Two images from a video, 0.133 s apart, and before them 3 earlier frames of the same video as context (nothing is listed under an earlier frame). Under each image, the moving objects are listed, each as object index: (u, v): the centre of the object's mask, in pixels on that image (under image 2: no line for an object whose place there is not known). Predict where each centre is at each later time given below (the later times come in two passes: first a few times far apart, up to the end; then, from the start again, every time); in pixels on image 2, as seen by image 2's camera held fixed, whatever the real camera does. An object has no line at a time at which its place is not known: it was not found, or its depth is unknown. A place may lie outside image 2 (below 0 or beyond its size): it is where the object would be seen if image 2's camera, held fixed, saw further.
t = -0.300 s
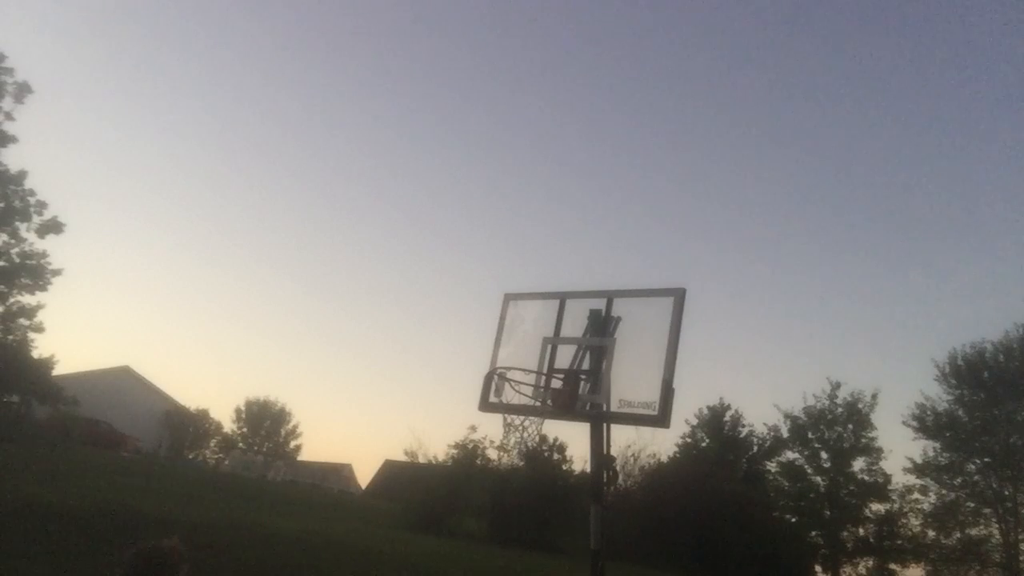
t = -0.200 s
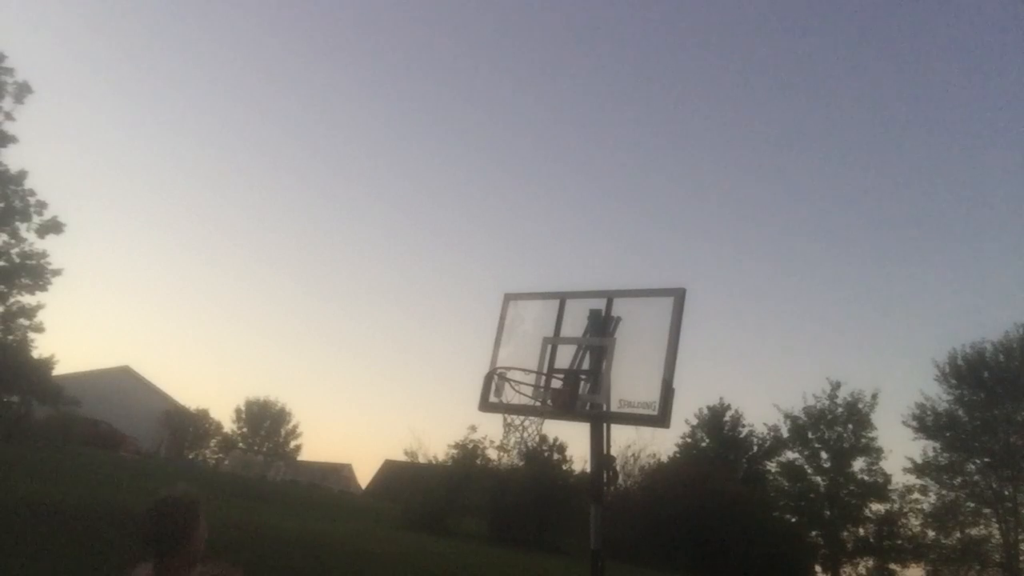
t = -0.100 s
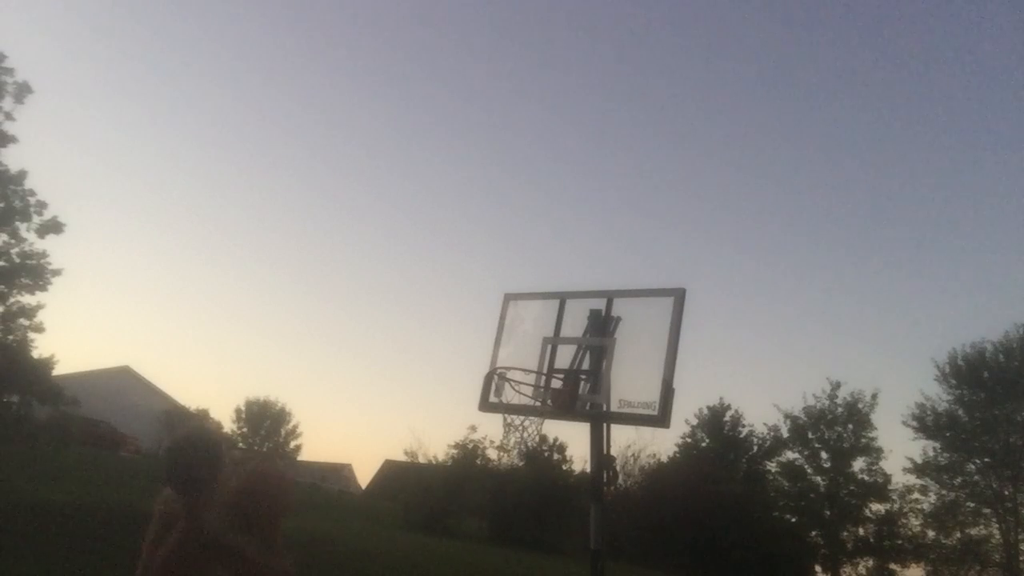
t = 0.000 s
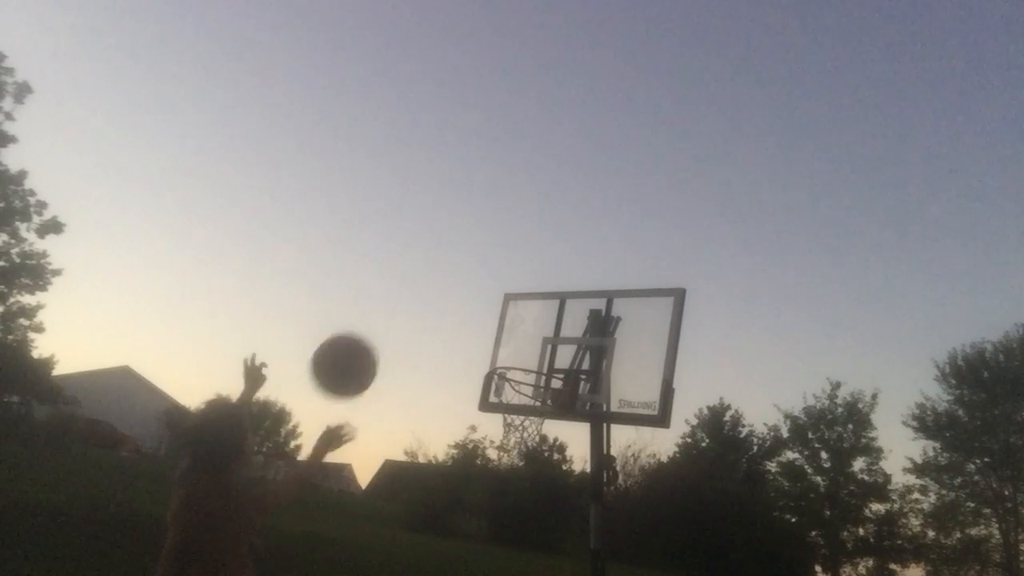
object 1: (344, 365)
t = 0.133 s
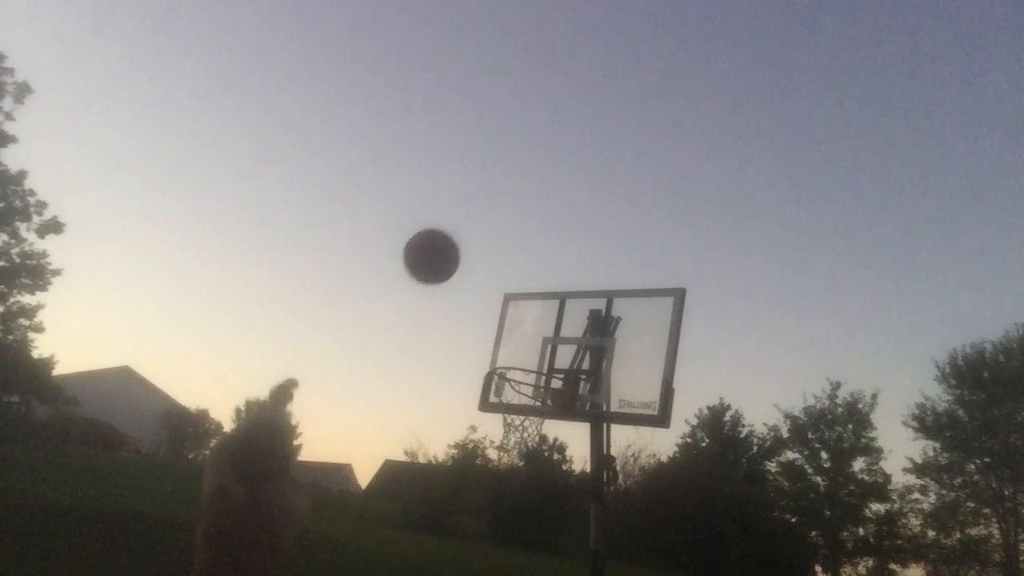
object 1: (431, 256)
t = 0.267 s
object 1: (492, 207)
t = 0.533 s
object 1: (569, 221)
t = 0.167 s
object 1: (448, 239)
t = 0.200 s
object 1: (464, 226)
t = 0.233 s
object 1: (478, 215)
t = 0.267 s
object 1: (492, 207)
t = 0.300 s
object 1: (504, 201)
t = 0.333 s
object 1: (515, 198)
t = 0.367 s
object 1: (526, 198)
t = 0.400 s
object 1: (536, 199)
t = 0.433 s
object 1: (545, 201)
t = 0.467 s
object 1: (553, 206)
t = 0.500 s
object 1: (561, 213)
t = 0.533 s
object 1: (569, 221)
